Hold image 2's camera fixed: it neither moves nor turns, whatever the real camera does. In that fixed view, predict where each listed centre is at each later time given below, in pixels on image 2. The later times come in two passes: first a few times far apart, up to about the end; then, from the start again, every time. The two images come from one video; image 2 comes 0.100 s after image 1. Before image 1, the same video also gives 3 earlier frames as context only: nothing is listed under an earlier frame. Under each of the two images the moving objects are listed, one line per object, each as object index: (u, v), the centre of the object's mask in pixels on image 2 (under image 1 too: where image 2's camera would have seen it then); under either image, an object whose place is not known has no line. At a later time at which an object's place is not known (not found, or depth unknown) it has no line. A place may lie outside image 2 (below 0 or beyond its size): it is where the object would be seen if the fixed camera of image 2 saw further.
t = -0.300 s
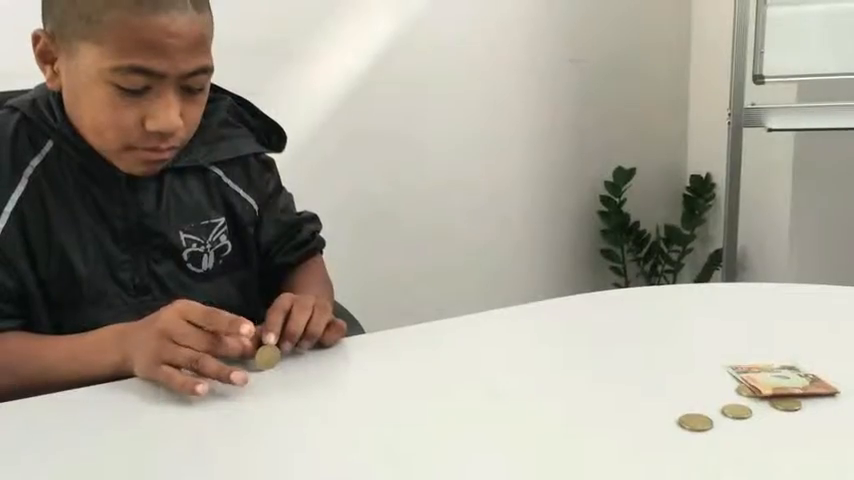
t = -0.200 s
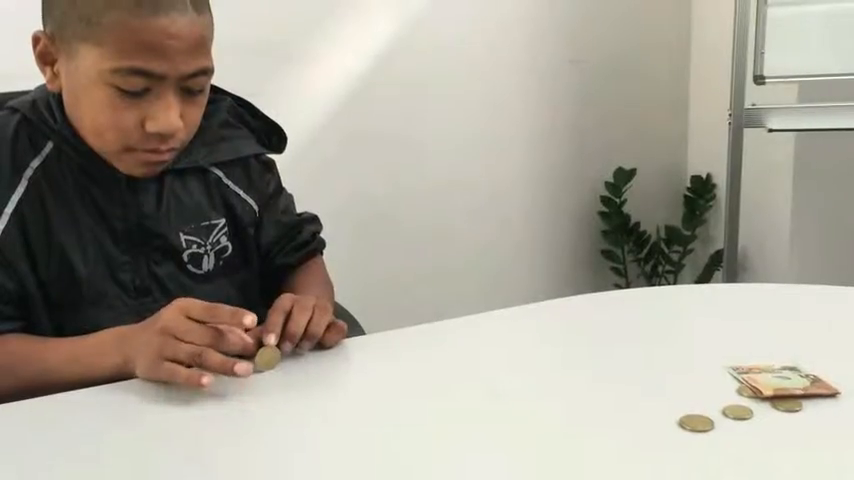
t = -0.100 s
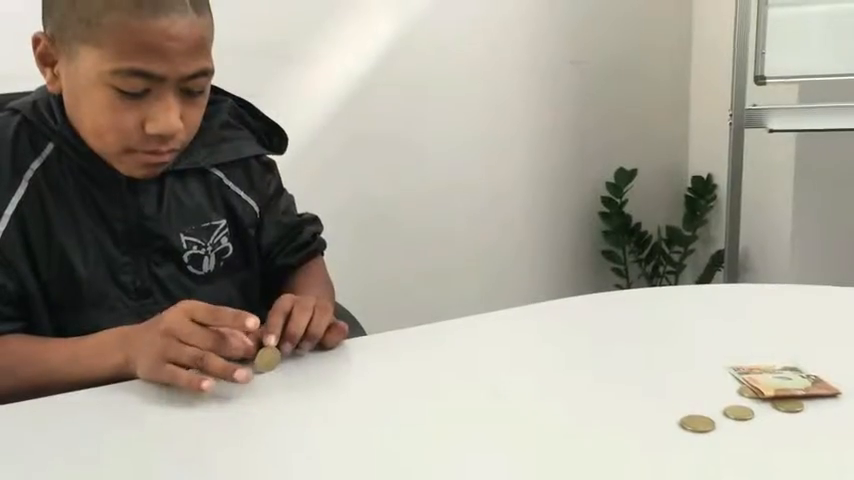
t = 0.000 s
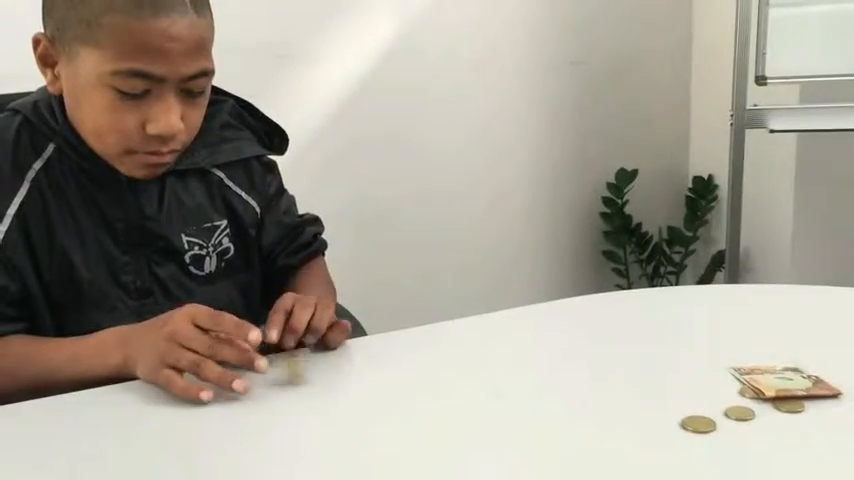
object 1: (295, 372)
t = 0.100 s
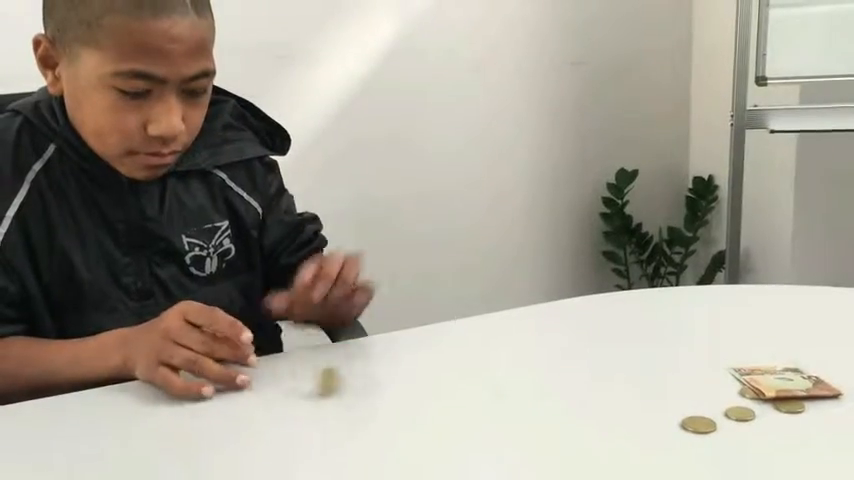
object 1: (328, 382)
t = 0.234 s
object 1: (368, 391)
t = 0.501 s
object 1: (442, 399)
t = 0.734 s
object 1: (490, 397)
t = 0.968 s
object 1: (510, 390)
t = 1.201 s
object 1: (507, 382)
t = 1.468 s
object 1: (493, 381)
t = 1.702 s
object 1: (486, 384)
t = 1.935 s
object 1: (489, 388)
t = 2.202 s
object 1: (501, 388)
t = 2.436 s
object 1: (507, 384)
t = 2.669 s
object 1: (502, 379)
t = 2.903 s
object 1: (490, 379)
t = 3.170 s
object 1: (483, 384)
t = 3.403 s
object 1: (490, 388)
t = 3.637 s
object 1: (503, 388)
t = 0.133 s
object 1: (338, 384)
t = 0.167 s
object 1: (349, 387)
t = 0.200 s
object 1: (359, 389)
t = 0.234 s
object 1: (368, 391)
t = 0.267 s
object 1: (379, 392)
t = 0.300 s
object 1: (388, 393)
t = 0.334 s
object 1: (397, 394)
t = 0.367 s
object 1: (406, 396)
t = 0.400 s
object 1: (415, 398)
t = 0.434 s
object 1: (424, 398)
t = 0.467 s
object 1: (433, 398)
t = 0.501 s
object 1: (442, 399)
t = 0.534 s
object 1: (449, 400)
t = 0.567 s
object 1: (458, 400)
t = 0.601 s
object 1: (465, 400)
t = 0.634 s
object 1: (472, 399)
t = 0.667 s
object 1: (479, 399)
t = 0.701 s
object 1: (485, 398)
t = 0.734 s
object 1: (490, 397)
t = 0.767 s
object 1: (495, 396)
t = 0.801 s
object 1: (498, 396)
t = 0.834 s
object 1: (502, 395)
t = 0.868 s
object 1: (505, 393)
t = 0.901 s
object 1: (507, 392)
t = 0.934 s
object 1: (509, 390)
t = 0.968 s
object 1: (510, 390)
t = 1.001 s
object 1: (510, 388)
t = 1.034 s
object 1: (511, 386)
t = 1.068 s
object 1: (511, 385)
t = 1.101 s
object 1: (510, 384)
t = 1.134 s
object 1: (509, 383)
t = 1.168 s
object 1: (508, 383)
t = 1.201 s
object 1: (507, 382)
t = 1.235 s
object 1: (505, 381)
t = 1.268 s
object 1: (504, 380)
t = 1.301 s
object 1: (503, 380)
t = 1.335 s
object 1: (500, 380)
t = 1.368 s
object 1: (499, 380)
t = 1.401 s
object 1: (496, 380)
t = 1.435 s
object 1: (495, 380)
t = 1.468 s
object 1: (493, 381)
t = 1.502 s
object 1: (491, 381)
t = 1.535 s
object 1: (490, 381)
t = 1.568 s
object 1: (489, 381)
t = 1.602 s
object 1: (487, 382)
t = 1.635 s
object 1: (487, 382)
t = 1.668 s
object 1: (487, 383)
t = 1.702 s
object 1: (486, 384)
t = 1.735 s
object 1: (486, 384)
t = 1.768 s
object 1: (486, 385)
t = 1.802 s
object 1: (486, 386)
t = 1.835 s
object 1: (486, 386)
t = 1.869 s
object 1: (487, 387)
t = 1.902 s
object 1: (488, 387)
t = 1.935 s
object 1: (489, 388)
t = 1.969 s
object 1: (490, 388)
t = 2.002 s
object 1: (492, 388)
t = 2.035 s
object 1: (493, 388)
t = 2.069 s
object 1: (495, 389)
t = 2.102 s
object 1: (496, 389)
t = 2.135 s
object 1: (498, 388)
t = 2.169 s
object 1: (499, 388)
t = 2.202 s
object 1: (501, 388)
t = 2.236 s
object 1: (503, 387)
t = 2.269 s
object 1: (503, 387)
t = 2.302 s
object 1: (505, 386)
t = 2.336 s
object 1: (506, 386)
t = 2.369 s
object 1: (507, 385)
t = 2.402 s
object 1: (508, 384)
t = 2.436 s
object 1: (507, 384)
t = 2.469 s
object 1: (507, 383)
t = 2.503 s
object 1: (507, 382)
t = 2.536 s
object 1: (506, 381)
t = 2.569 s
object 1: (505, 381)
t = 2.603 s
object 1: (504, 379)
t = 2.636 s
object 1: (503, 380)
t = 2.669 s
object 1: (502, 379)
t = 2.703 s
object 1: (500, 378)
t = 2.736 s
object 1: (499, 378)
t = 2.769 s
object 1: (497, 378)
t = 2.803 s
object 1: (495, 378)
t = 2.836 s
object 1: (493, 378)
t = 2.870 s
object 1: (492, 378)
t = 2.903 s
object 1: (490, 379)
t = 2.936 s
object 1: (489, 379)
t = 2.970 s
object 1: (488, 380)
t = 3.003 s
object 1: (486, 380)
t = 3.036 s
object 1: (485, 380)
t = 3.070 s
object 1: (485, 382)
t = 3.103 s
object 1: (484, 382)
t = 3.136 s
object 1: (484, 383)
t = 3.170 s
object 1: (483, 384)
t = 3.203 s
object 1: (484, 384)
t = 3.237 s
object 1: (484, 385)
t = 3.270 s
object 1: (485, 386)
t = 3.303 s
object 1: (486, 386)
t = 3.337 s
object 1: (487, 387)
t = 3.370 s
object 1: (488, 387)
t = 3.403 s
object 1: (490, 388)
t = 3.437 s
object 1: (493, 388)
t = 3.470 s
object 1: (494, 389)
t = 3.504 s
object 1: (496, 389)
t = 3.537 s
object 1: (498, 389)
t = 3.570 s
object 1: (500, 388)
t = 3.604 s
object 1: (501, 388)
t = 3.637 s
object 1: (503, 388)
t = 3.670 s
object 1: (505, 387)
